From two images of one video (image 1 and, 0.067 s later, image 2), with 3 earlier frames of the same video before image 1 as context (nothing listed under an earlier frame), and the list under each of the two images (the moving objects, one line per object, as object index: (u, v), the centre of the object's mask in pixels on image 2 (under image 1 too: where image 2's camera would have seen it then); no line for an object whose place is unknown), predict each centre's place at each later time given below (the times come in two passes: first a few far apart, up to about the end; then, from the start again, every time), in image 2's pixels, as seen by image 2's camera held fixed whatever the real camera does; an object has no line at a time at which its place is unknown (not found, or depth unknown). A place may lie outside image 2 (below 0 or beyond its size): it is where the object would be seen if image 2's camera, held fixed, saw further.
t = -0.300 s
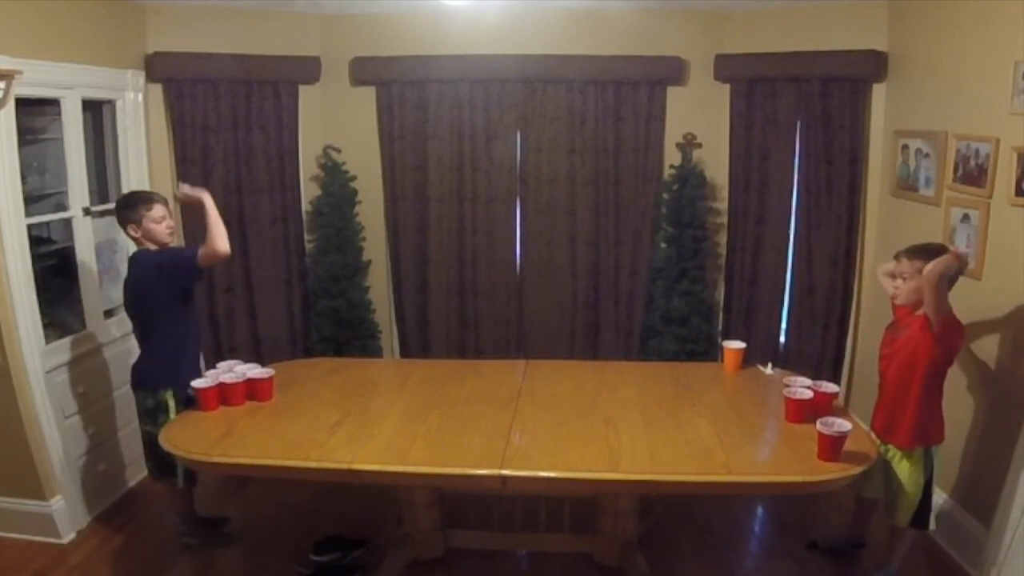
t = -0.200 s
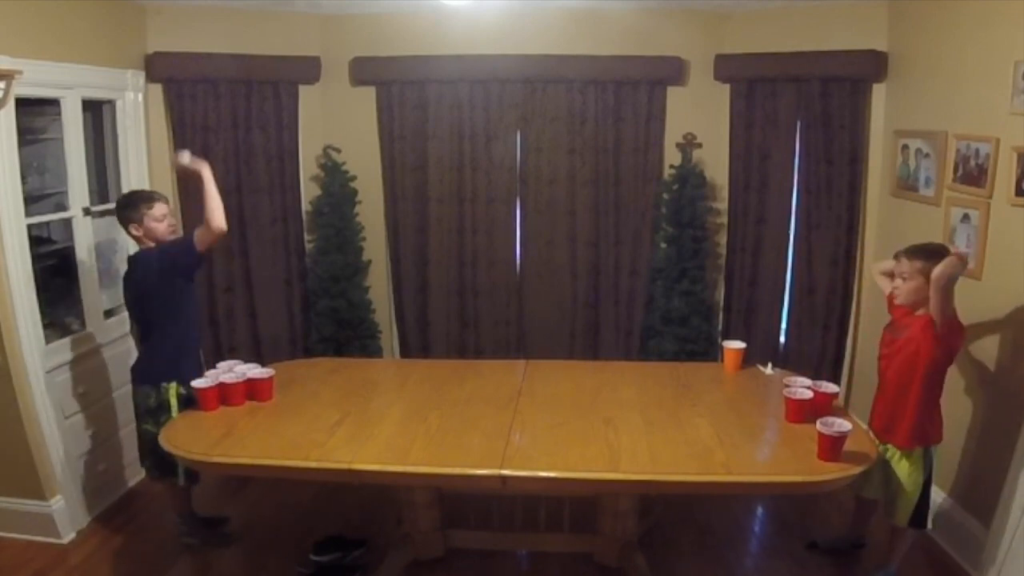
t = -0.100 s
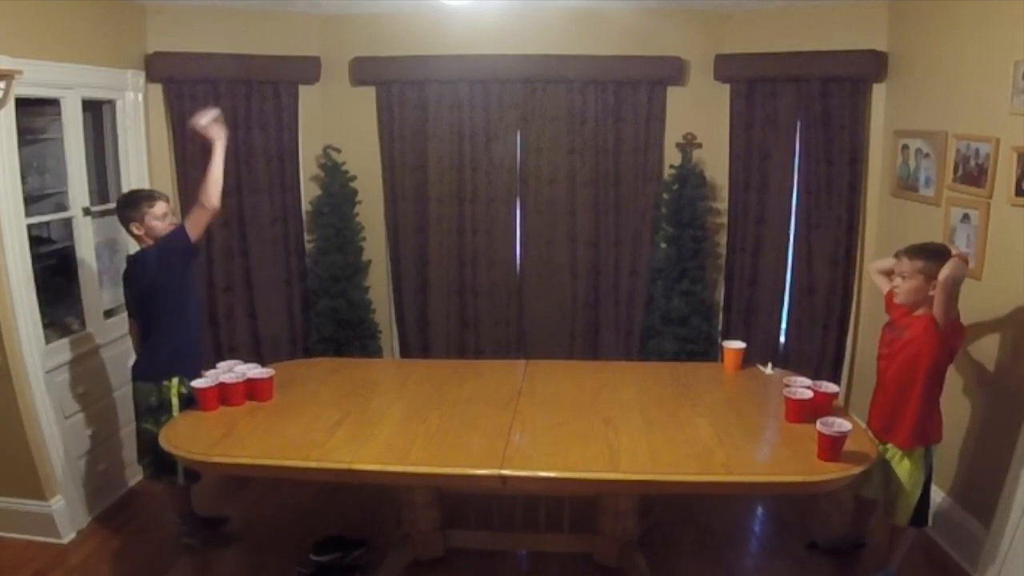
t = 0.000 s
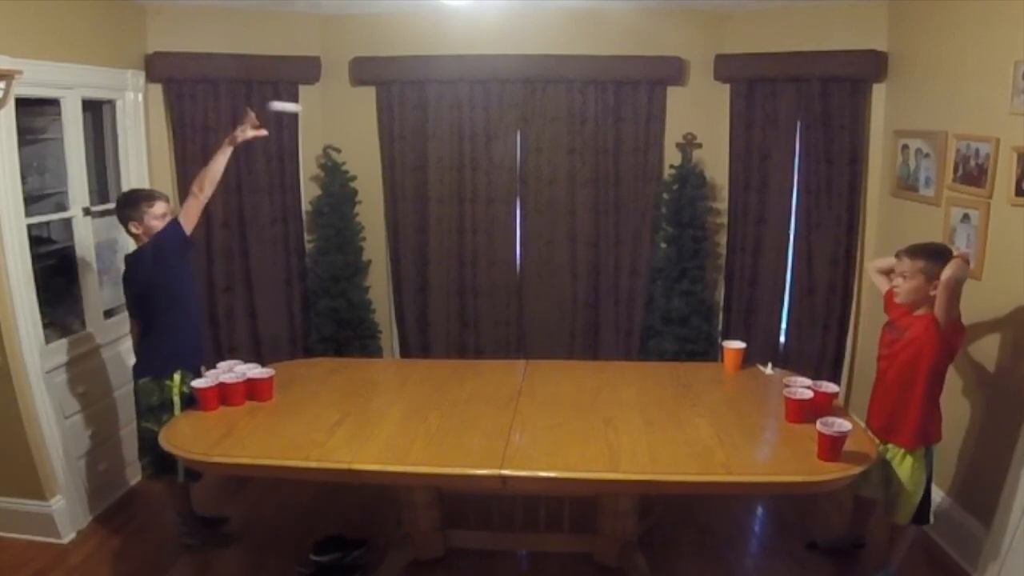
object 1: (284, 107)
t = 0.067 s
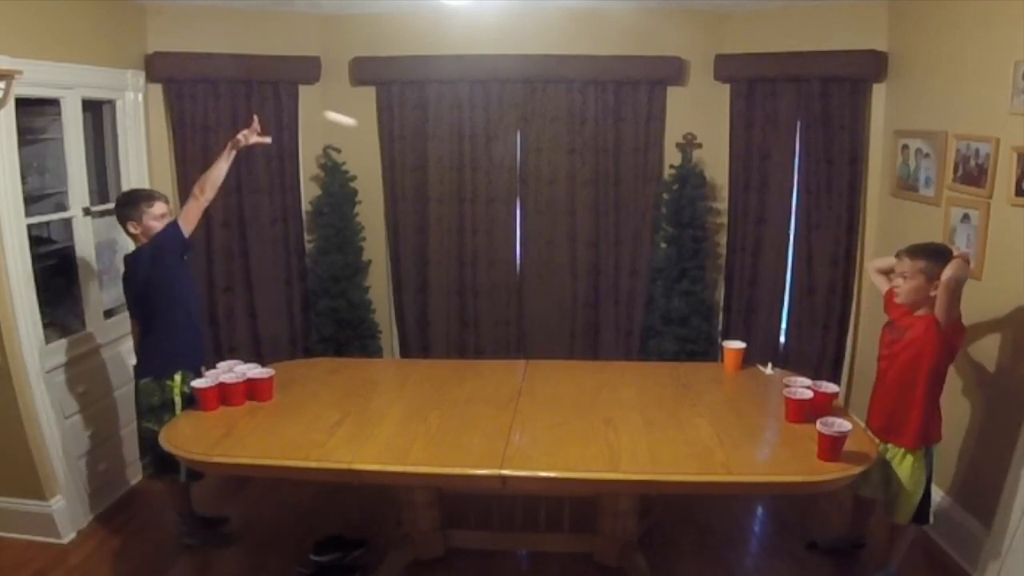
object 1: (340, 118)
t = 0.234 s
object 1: (474, 206)
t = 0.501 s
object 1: (647, 354)
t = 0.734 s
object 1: (747, 238)
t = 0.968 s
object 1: (839, 275)
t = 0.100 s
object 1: (367, 129)
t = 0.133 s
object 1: (394, 144)
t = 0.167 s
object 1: (421, 161)
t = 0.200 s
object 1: (447, 182)
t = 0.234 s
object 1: (474, 206)
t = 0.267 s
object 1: (500, 233)
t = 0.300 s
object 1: (526, 265)
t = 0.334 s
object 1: (549, 295)
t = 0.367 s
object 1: (572, 330)
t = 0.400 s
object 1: (593, 363)
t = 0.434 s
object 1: (614, 397)
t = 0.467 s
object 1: (630, 384)
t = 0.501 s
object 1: (647, 354)
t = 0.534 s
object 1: (659, 332)
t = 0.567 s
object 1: (675, 308)
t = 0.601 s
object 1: (689, 288)
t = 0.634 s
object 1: (704, 270)
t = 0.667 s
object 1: (718, 257)
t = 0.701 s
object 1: (733, 246)
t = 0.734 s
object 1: (747, 238)
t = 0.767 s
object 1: (762, 234)
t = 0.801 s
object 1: (776, 233)
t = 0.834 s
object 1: (789, 235)
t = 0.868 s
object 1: (803, 240)
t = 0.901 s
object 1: (815, 249)
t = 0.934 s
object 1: (827, 260)
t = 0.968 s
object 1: (839, 275)
